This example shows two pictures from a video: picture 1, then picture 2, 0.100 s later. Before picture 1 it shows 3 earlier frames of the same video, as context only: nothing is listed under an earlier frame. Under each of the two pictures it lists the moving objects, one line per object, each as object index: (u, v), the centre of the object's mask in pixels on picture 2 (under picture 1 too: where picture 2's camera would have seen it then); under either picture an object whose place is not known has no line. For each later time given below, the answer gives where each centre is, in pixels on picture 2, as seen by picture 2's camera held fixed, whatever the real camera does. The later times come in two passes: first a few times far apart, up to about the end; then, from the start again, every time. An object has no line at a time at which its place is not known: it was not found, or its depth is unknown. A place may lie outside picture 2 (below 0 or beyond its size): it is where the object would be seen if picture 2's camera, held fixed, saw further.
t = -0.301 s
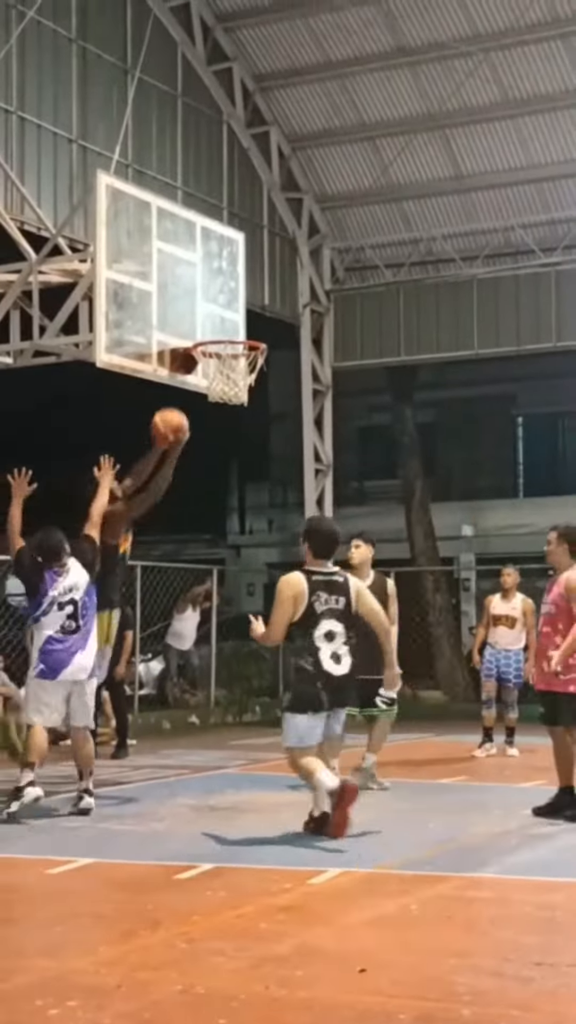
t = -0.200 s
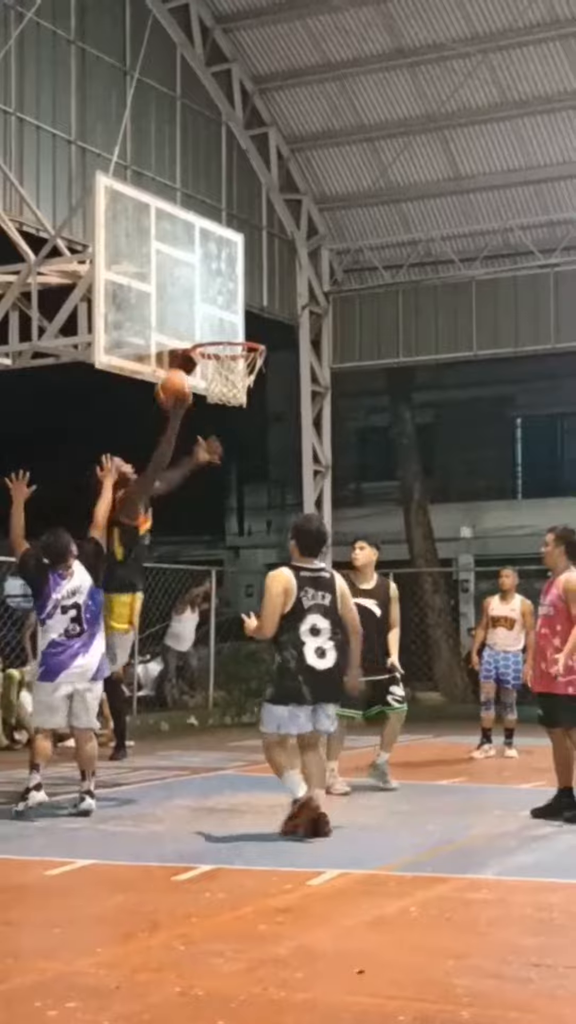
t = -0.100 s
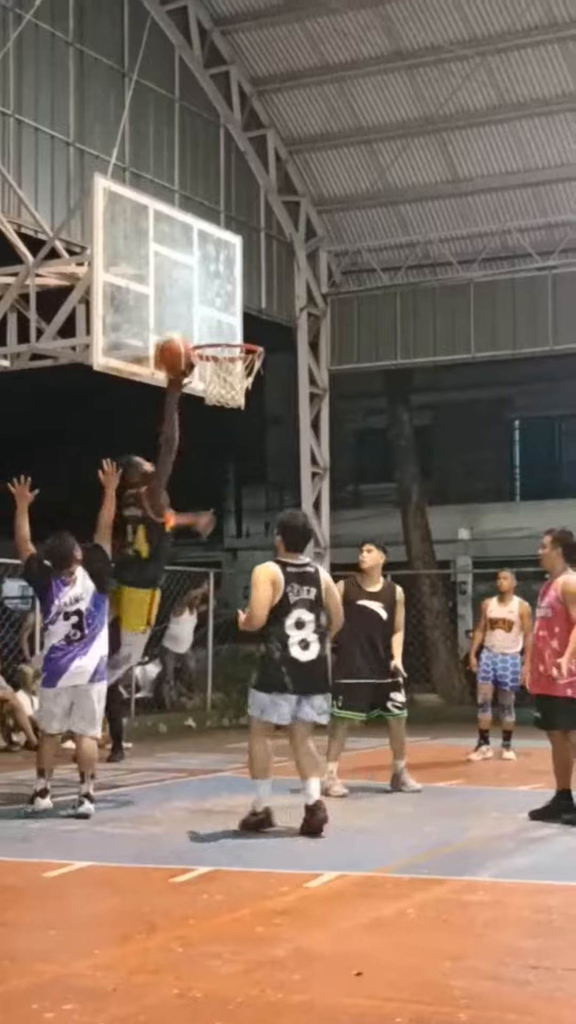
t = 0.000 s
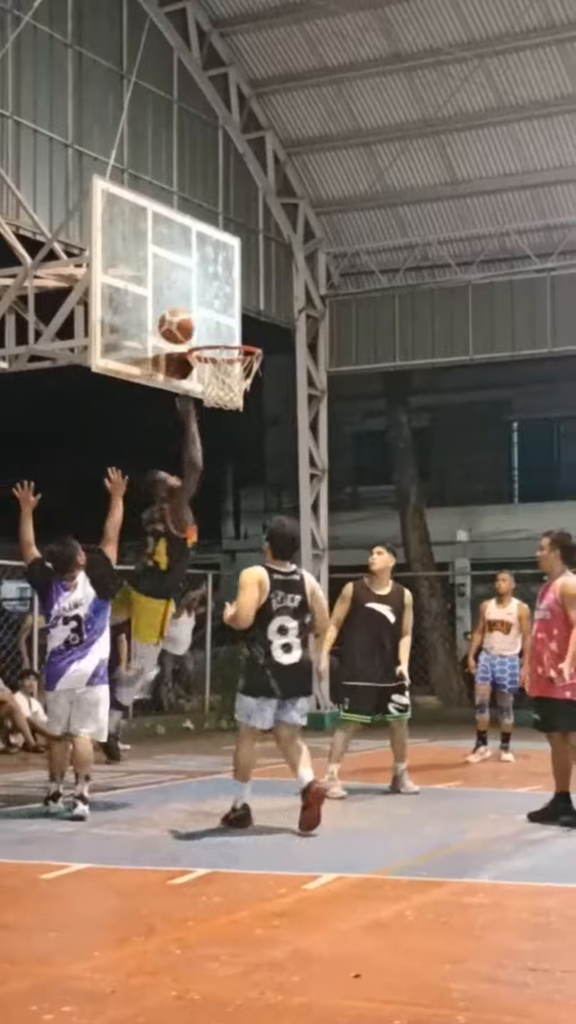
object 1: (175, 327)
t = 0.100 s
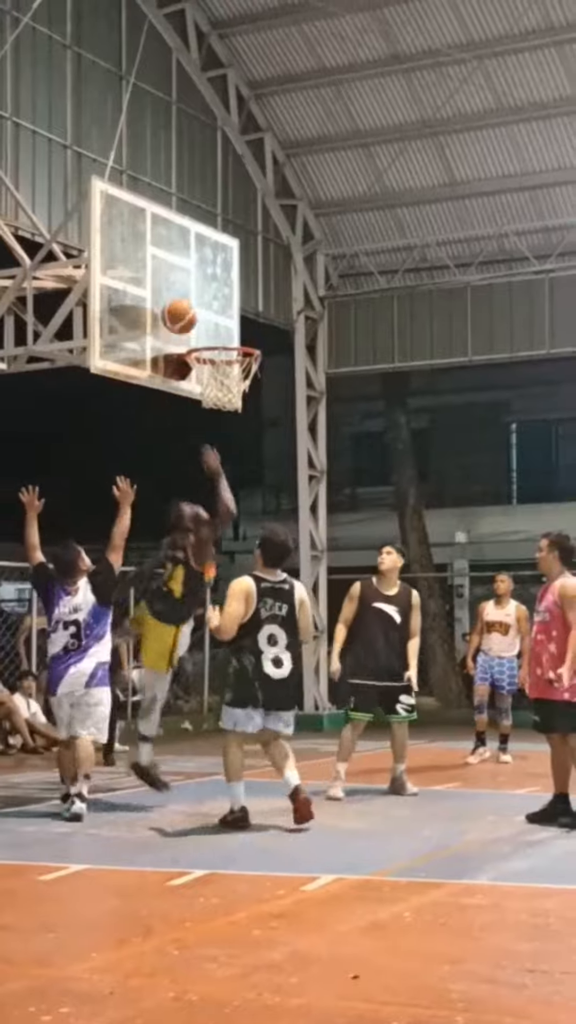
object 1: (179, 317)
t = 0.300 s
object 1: (201, 337)
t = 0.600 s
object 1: (238, 341)
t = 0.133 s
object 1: (181, 317)
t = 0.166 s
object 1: (184, 318)
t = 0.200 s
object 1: (189, 321)
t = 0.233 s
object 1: (193, 326)
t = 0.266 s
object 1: (198, 333)
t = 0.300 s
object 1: (201, 337)
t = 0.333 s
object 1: (206, 336)
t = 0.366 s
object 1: (210, 334)
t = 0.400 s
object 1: (215, 332)
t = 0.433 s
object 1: (223, 332)
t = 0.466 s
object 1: (228, 333)
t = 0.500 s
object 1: (234, 335)
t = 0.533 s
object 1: (240, 338)
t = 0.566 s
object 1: (244, 340)
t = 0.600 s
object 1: (238, 341)
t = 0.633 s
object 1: (234, 342)
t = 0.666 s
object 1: (222, 356)
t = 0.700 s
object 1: (217, 362)
